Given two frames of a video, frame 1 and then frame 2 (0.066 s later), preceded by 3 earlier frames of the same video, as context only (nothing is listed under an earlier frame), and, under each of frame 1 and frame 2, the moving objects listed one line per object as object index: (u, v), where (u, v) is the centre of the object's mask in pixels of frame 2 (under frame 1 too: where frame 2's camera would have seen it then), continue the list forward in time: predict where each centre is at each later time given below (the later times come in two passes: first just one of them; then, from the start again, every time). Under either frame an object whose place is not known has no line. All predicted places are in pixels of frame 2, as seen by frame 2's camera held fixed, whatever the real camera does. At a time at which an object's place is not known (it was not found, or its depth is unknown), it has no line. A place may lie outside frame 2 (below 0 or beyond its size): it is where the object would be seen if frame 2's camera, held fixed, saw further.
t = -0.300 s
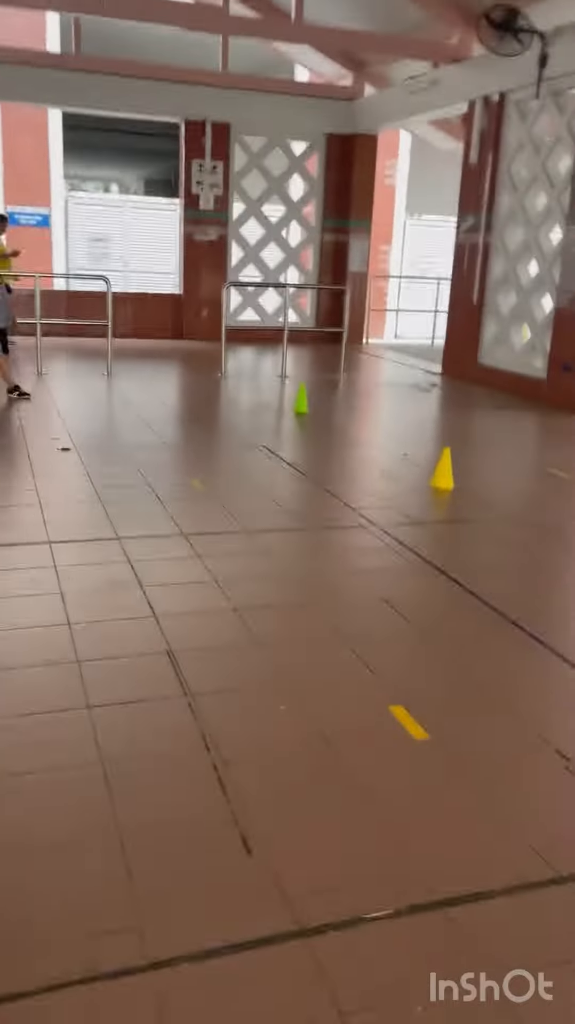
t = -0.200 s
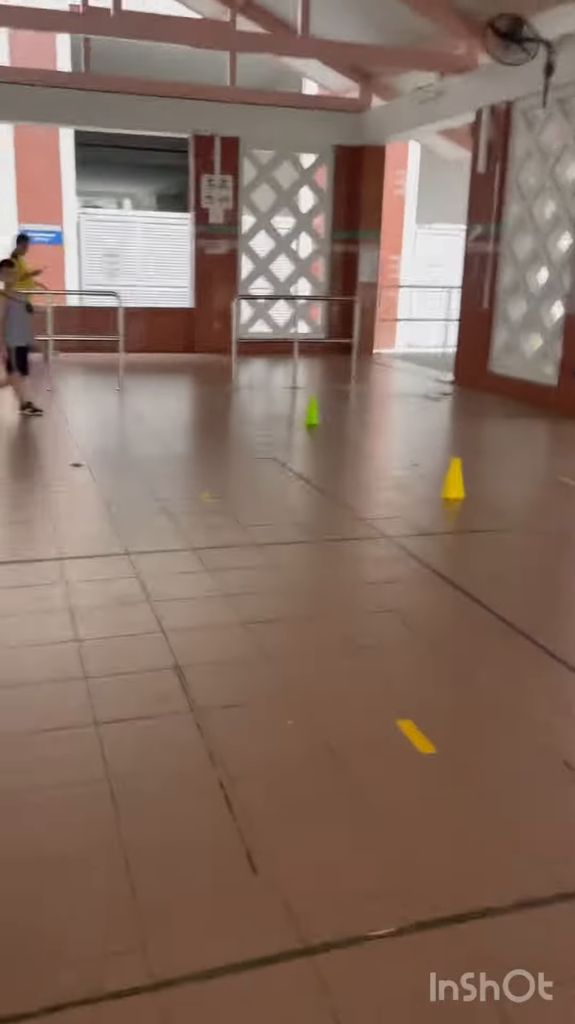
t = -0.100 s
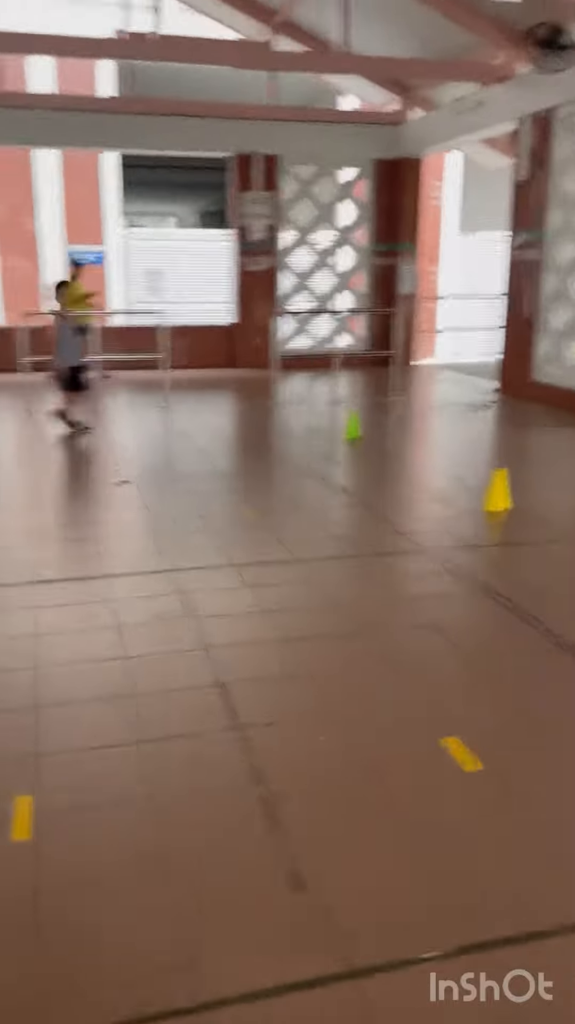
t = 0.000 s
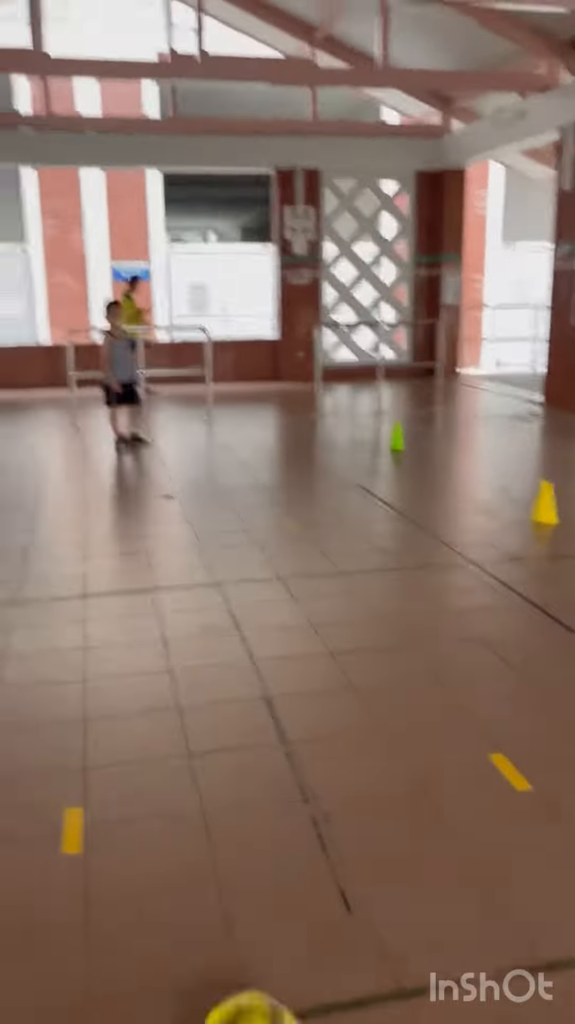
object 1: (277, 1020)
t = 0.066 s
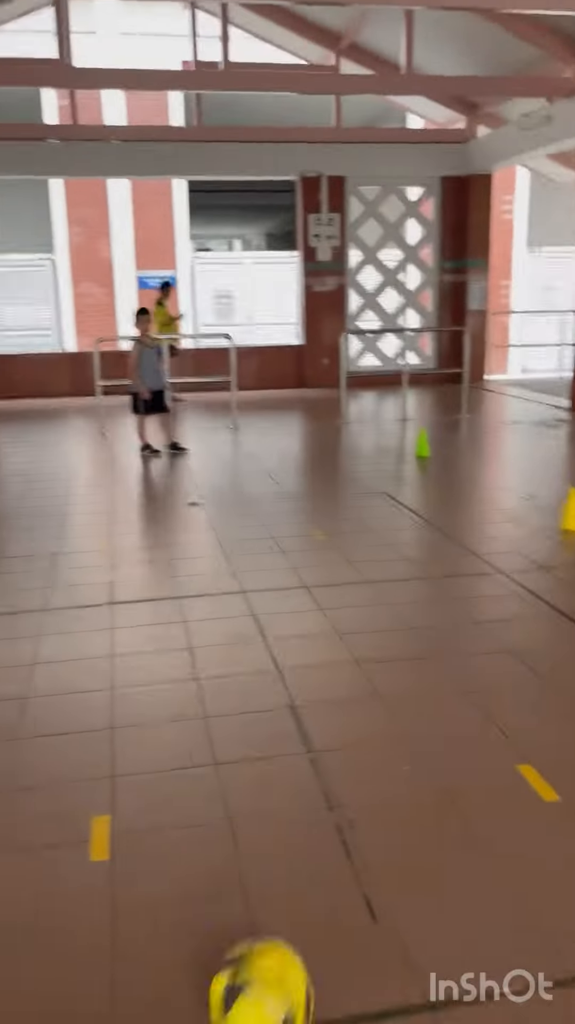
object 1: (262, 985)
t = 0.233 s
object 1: (235, 867)
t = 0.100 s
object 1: (256, 968)
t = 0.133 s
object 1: (251, 939)
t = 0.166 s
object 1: (246, 913)
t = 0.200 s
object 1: (241, 889)
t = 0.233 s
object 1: (235, 867)
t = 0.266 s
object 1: (233, 847)
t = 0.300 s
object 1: (230, 829)
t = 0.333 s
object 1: (225, 810)
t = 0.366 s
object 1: (222, 795)
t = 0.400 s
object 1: (218, 778)
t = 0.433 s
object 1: (214, 765)
